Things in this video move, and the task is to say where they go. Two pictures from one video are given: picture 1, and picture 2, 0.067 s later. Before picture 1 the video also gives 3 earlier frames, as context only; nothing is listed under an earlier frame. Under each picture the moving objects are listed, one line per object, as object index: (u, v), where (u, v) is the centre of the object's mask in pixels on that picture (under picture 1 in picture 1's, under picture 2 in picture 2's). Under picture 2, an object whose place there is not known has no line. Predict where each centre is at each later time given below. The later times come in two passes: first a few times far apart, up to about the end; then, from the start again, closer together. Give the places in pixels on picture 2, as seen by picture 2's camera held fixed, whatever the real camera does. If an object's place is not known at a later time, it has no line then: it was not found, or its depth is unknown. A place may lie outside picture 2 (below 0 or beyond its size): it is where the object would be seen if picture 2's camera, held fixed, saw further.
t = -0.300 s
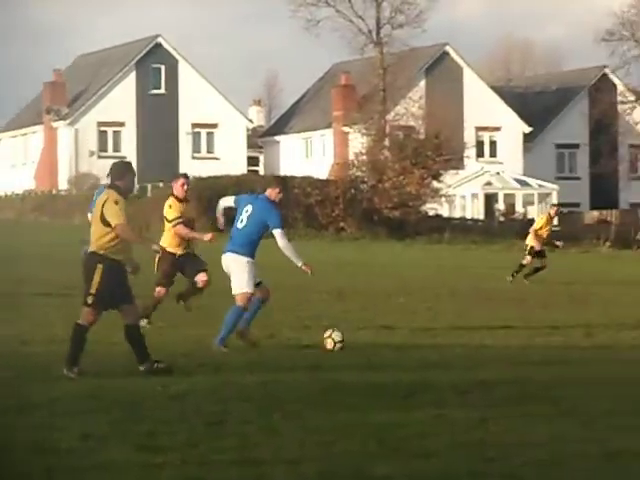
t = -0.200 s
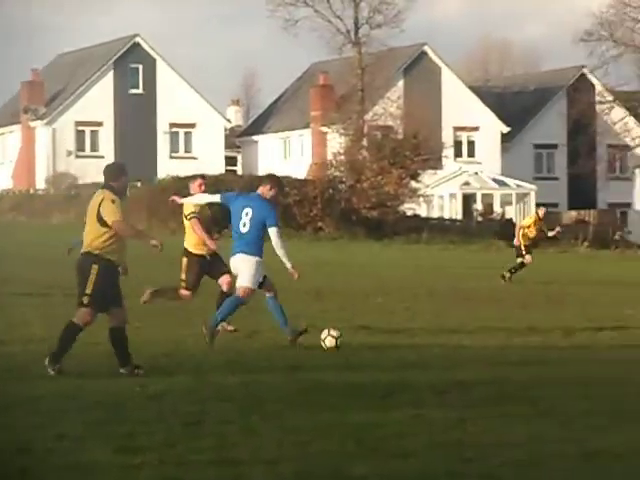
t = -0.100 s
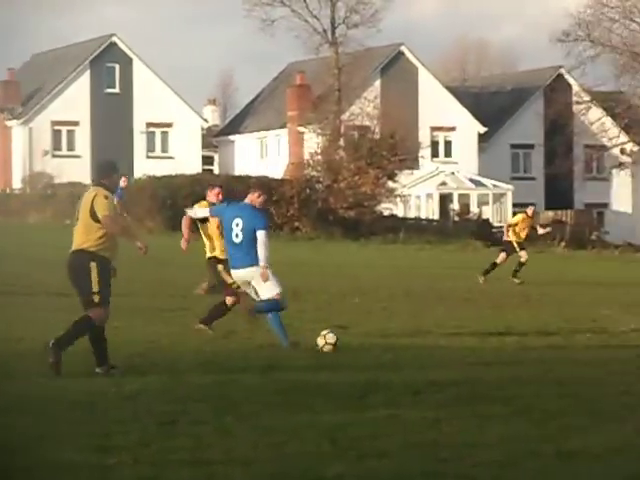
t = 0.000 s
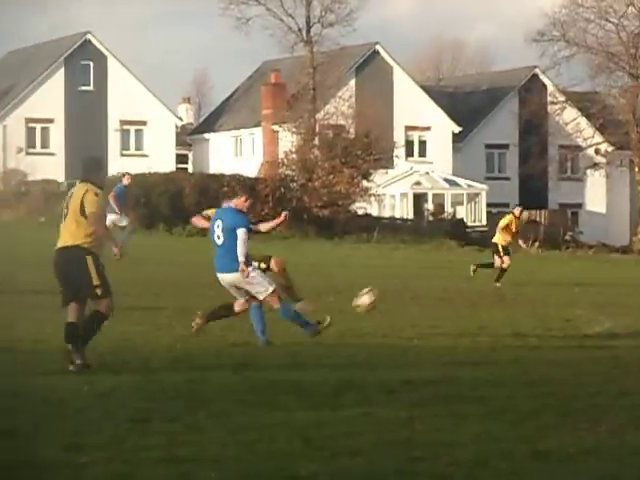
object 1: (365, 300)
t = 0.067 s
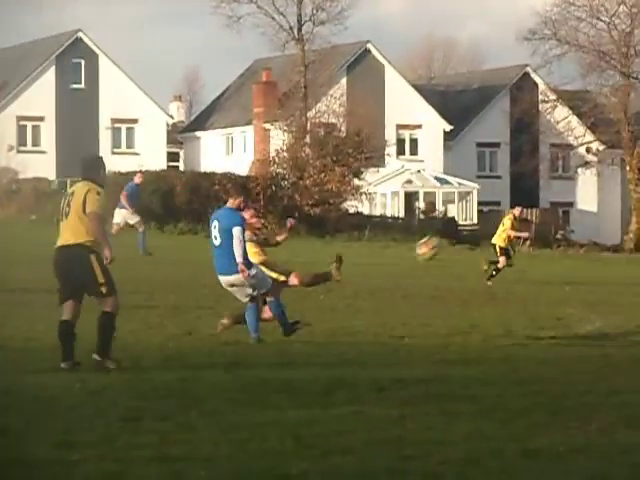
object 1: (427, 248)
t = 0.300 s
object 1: (623, 116)
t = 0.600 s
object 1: (813, 18)
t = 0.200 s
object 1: (547, 165)
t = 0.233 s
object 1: (573, 147)
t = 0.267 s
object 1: (599, 132)
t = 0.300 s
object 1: (623, 116)
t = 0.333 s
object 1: (647, 103)
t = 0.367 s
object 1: (670, 89)
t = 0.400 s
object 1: (693, 77)
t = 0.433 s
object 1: (714, 65)
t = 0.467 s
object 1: (735, 55)
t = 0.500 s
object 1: (755, 44)
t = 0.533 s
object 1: (774, 35)
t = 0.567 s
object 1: (793, 27)
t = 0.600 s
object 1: (813, 18)
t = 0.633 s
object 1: (831, 11)
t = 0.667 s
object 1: (847, 4)
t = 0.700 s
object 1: (868, -2)
